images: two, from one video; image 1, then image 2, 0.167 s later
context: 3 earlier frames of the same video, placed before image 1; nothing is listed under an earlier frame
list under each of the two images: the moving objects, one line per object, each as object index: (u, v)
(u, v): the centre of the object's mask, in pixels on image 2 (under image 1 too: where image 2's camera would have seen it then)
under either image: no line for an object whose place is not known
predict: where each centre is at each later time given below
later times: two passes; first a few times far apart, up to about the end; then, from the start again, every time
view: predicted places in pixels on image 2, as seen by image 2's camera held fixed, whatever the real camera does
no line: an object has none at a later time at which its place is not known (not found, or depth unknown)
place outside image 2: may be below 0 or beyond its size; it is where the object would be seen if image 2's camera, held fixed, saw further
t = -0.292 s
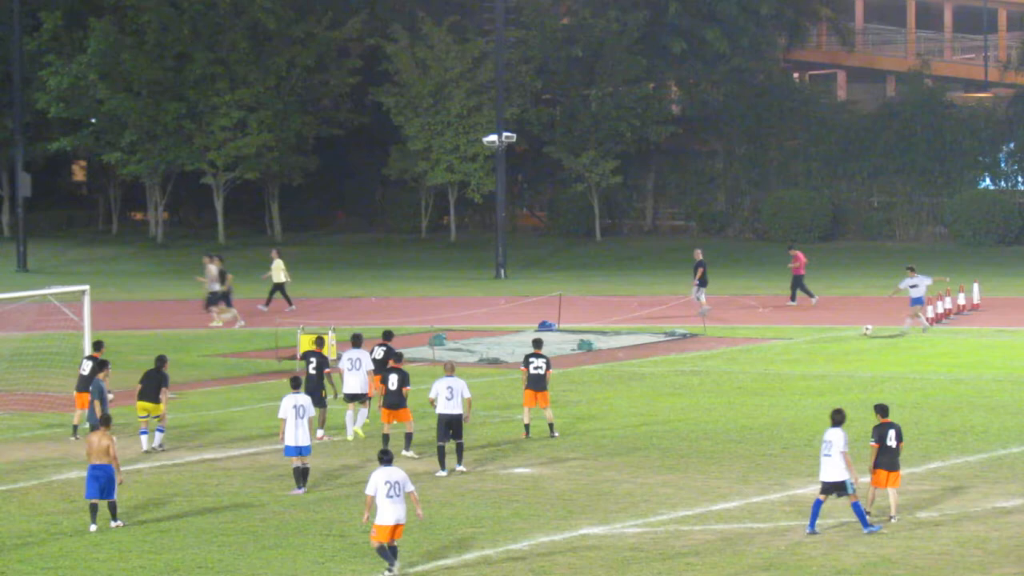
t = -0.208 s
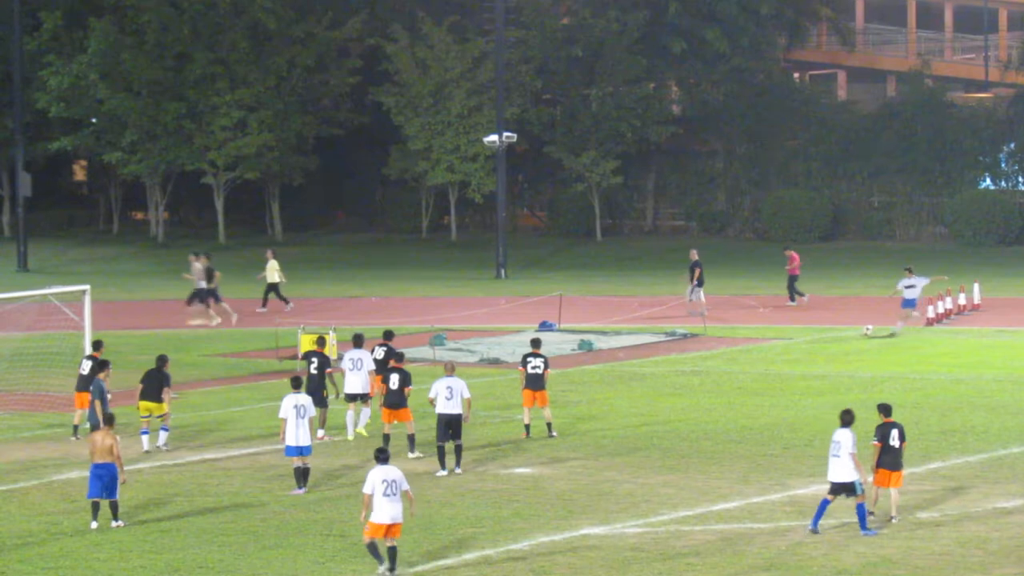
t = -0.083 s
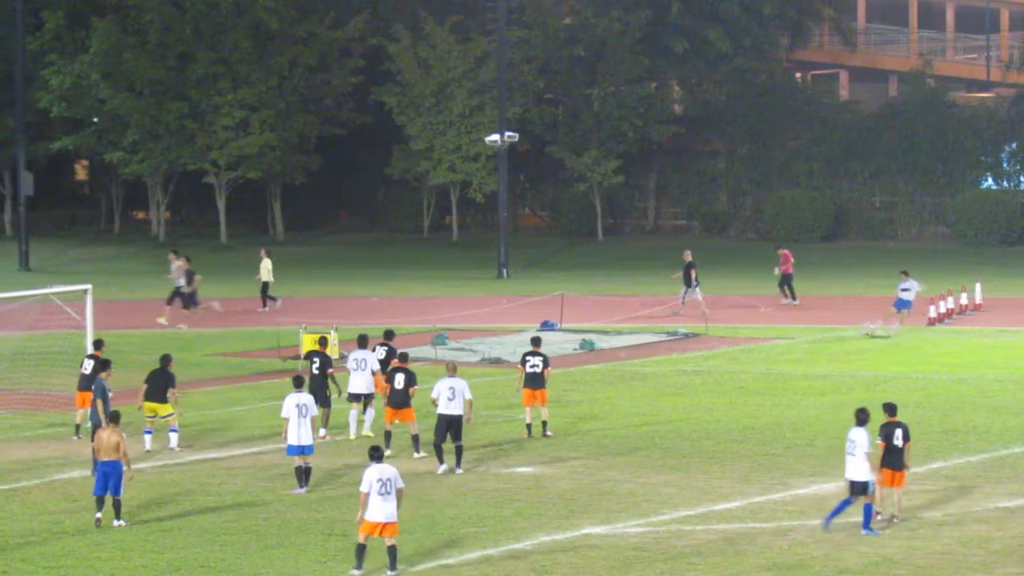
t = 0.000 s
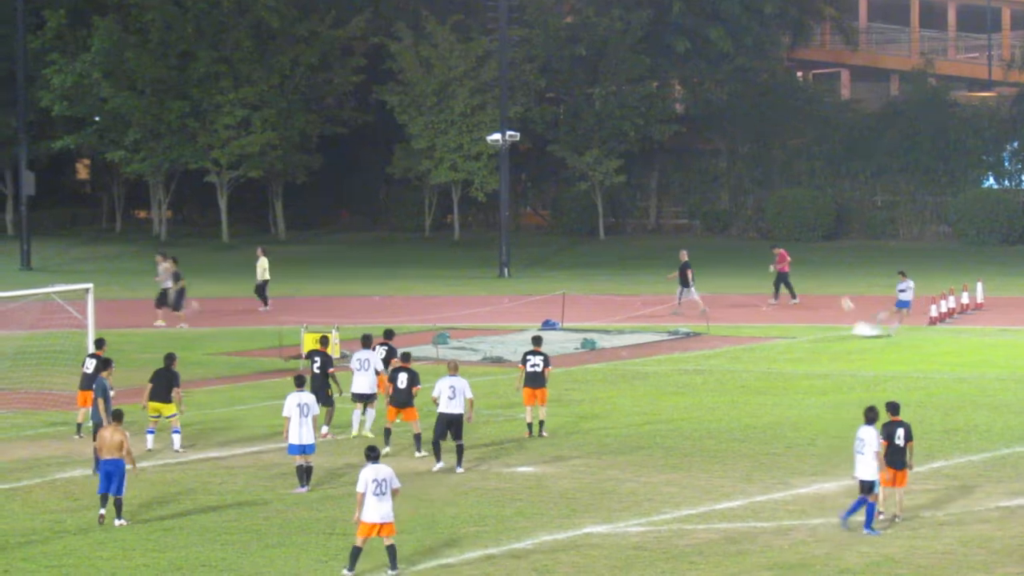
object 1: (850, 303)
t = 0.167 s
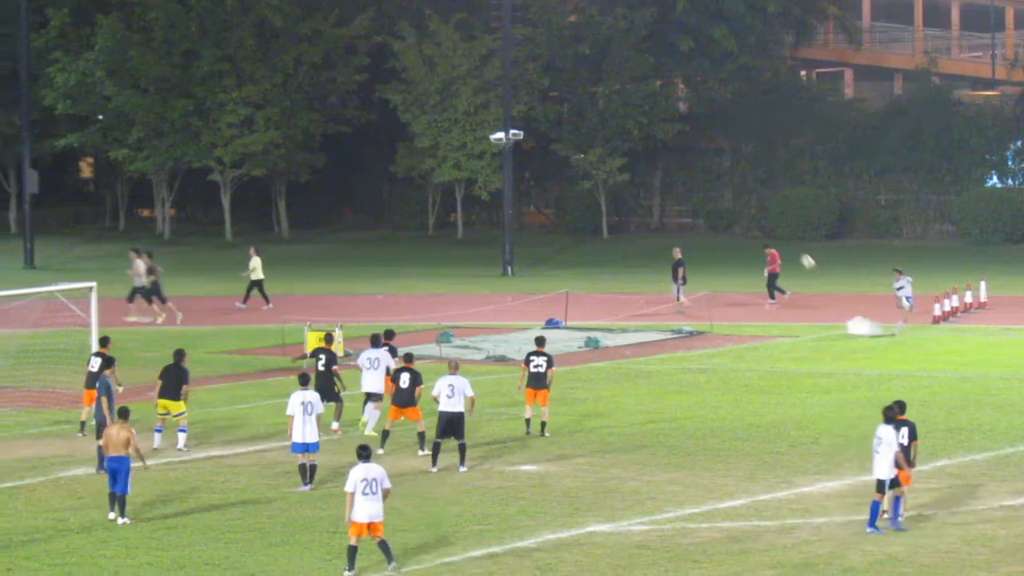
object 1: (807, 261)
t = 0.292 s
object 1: (778, 235)
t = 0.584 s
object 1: (718, 193)
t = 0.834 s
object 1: (671, 182)
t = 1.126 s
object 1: (625, 203)
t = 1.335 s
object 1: (594, 241)
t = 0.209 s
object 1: (798, 252)
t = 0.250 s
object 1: (788, 243)
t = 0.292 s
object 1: (778, 235)
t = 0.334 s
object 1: (769, 227)
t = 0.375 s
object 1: (760, 220)
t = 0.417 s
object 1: (751, 214)
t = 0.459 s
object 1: (743, 208)
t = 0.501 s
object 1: (734, 202)
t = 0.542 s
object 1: (726, 197)
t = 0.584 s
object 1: (718, 193)
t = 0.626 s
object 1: (709, 190)
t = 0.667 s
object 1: (702, 187)
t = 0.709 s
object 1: (694, 185)
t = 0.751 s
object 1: (686, 183)
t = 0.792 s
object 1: (678, 182)
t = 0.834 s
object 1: (671, 182)
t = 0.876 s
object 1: (664, 183)
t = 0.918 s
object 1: (658, 184)
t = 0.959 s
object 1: (651, 187)
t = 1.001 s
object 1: (644, 190)
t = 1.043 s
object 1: (637, 193)
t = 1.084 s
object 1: (631, 198)
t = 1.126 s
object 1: (625, 203)
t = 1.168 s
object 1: (618, 209)
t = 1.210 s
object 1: (612, 215)
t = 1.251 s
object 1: (606, 223)
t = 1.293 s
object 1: (600, 232)
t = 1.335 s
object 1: (594, 241)
